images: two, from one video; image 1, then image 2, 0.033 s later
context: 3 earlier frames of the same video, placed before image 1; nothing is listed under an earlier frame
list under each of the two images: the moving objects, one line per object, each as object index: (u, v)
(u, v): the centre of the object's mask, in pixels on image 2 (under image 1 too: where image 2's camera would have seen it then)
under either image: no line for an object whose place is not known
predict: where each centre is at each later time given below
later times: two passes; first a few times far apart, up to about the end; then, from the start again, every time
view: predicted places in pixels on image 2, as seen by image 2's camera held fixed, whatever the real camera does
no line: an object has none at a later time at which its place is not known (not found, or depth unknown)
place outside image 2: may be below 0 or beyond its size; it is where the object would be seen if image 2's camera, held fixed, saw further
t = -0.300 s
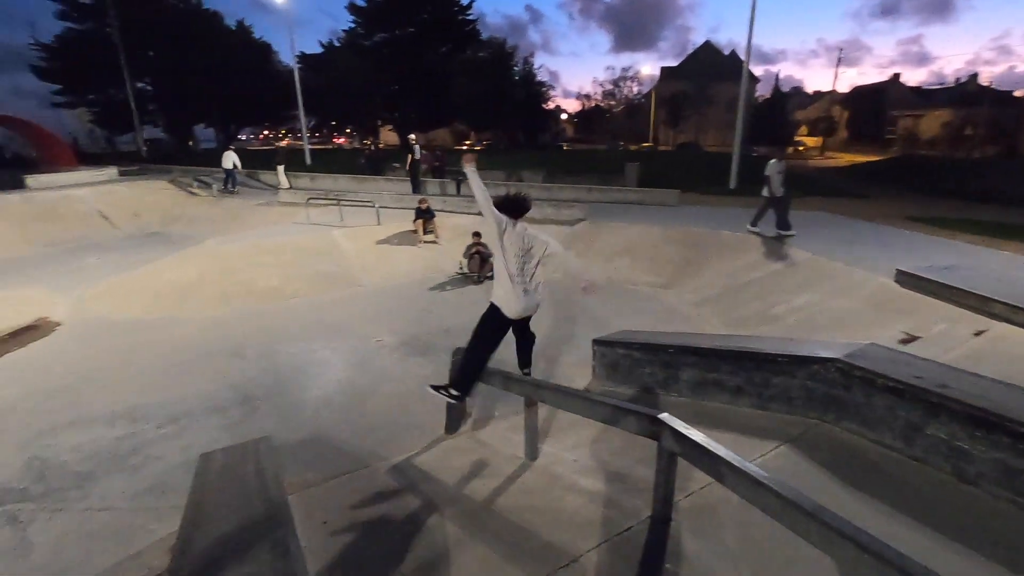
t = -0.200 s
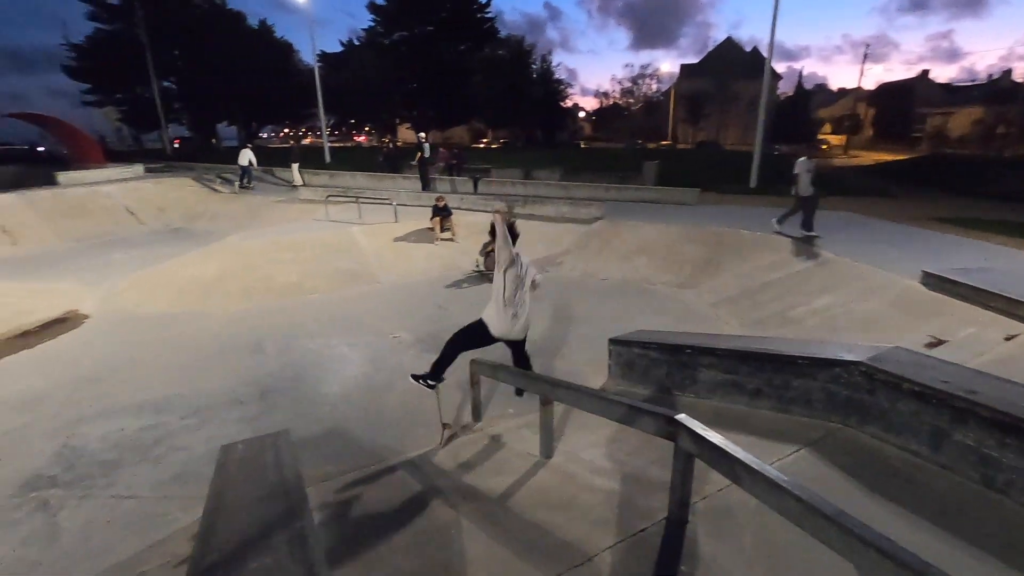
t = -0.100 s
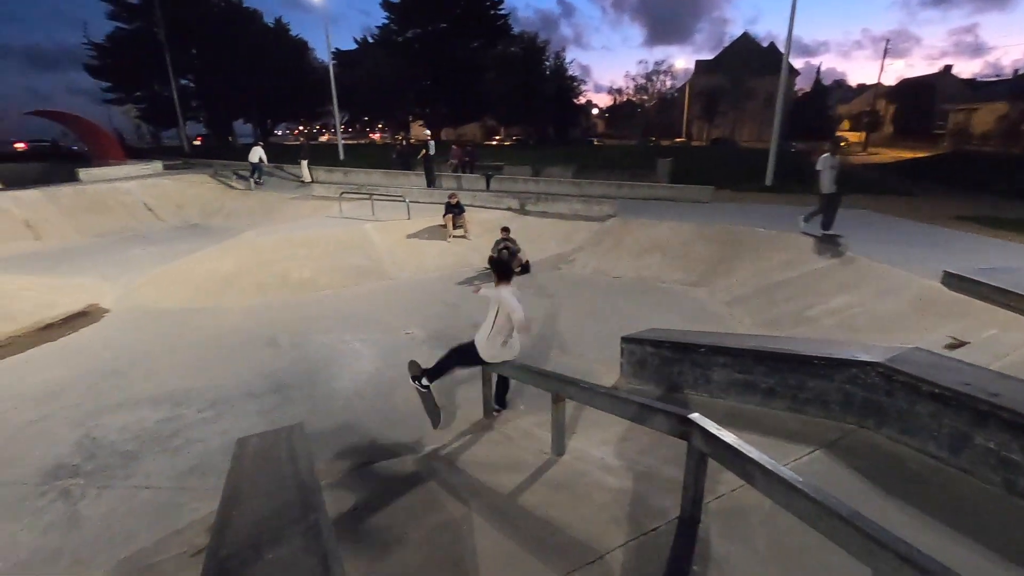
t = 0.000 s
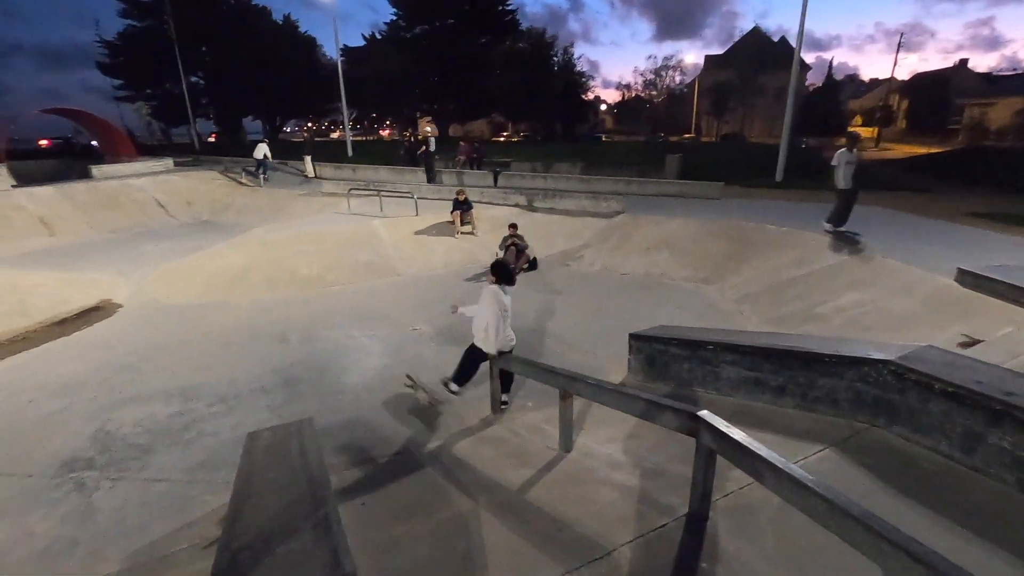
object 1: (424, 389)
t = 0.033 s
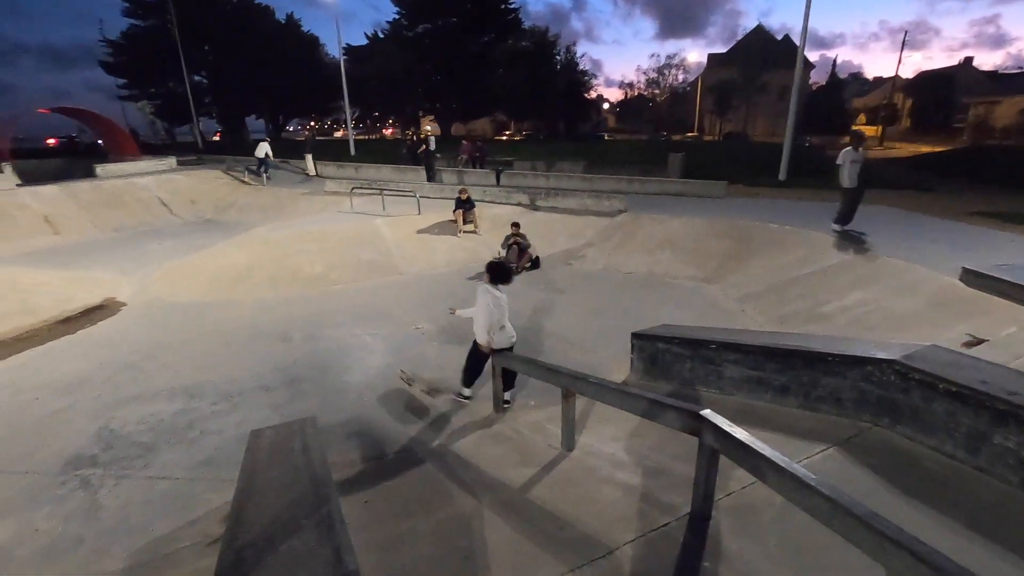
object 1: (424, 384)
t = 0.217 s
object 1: (393, 361)
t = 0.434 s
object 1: (361, 348)
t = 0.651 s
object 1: (342, 337)
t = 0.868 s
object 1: (329, 327)
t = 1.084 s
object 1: (325, 327)
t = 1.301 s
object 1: (319, 323)
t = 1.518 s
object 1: (317, 322)
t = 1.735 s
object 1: (319, 323)
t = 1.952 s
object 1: (321, 328)
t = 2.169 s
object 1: (322, 329)
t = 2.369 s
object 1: (324, 328)
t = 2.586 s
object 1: (324, 328)
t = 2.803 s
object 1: (323, 328)
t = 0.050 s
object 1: (421, 381)
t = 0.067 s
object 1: (417, 379)
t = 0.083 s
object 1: (413, 376)
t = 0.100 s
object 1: (411, 374)
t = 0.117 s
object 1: (409, 372)
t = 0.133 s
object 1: (406, 370)
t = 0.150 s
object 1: (403, 368)
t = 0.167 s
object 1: (401, 366)
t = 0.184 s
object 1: (398, 364)
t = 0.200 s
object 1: (395, 362)
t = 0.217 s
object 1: (393, 361)
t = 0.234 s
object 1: (391, 360)
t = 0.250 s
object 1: (388, 359)
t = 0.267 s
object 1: (386, 358)
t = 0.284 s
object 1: (384, 357)
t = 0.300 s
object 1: (381, 356)
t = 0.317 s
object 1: (380, 355)
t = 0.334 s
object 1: (377, 354)
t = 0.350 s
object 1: (374, 352)
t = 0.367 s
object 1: (371, 351)
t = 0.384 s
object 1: (369, 350)
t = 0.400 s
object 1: (367, 349)
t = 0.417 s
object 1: (364, 348)
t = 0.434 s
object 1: (361, 348)
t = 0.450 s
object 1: (359, 348)
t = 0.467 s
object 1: (359, 352)
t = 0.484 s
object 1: (357, 349)
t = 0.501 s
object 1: (355, 349)
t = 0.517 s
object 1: (352, 349)
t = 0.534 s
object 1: (350, 348)
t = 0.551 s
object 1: (348, 348)
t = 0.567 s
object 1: (348, 349)
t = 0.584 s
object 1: (346, 347)
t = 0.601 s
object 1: (346, 343)
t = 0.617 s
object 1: (345, 340)
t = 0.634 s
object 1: (343, 339)
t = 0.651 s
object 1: (342, 337)
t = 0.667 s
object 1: (341, 336)
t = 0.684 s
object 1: (340, 335)
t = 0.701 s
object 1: (339, 334)
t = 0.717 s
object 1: (339, 334)
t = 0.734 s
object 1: (338, 331)
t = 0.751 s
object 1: (338, 331)
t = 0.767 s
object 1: (336, 332)
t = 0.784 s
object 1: (332, 333)
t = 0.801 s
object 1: (332, 332)
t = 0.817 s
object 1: (331, 330)
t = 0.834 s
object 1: (330, 329)
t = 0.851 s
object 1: (330, 328)
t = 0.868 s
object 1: (329, 327)
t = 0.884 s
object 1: (329, 327)
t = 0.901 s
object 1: (329, 326)
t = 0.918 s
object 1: (328, 326)
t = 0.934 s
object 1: (328, 326)
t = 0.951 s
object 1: (327, 326)
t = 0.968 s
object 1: (327, 327)
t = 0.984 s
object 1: (327, 328)
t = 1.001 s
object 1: (327, 329)
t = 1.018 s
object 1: (325, 329)
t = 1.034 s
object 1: (325, 328)
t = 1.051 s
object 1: (325, 328)
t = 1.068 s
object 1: (325, 328)
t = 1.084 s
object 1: (325, 327)
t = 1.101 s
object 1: (325, 328)
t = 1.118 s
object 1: (324, 328)
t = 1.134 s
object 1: (323, 328)
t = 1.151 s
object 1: (323, 327)
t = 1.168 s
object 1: (322, 327)
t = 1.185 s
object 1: (322, 326)
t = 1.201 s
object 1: (322, 326)
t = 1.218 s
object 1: (321, 325)
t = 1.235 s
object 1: (321, 324)
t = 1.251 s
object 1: (321, 324)
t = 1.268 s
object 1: (320, 324)
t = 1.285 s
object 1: (319, 324)
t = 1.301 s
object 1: (319, 323)
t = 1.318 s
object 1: (319, 323)
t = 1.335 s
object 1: (319, 323)
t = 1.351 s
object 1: (318, 323)
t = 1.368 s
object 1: (318, 323)
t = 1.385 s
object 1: (318, 323)
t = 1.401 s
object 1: (317, 323)
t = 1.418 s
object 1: (317, 322)
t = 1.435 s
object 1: (317, 322)
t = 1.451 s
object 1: (317, 322)
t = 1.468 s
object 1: (317, 322)
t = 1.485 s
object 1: (317, 322)
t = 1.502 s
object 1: (317, 322)
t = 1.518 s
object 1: (317, 322)
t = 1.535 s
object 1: (317, 322)
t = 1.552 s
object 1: (317, 322)
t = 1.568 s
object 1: (317, 322)
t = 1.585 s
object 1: (317, 322)
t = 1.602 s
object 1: (317, 322)
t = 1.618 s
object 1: (317, 322)
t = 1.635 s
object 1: (317, 323)
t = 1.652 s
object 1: (317, 323)
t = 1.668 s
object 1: (318, 323)
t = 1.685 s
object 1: (318, 323)
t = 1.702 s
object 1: (318, 323)
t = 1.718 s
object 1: (318, 323)
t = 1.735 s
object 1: (319, 323)
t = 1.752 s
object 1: (319, 323)
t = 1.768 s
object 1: (319, 324)
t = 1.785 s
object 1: (319, 324)
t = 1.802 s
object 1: (319, 324)
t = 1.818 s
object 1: (320, 324)
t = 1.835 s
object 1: (320, 325)
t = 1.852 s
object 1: (320, 325)
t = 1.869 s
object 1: (320, 325)
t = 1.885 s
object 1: (320, 326)
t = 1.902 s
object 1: (320, 326)
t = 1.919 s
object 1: (320, 327)
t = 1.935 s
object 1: (321, 327)
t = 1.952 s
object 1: (321, 328)
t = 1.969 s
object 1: (321, 328)
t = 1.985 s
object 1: (322, 329)
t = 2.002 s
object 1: (322, 330)
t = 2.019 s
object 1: (321, 330)
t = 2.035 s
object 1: (321, 330)
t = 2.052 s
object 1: (321, 330)
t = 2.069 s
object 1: (321, 329)
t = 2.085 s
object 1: (321, 329)
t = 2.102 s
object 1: (322, 329)
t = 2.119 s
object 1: (322, 329)
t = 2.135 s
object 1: (322, 329)
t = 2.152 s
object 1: (322, 328)
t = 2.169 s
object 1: (322, 329)
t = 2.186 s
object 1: (323, 329)
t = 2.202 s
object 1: (322, 329)
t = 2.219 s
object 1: (323, 328)
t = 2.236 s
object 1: (323, 328)
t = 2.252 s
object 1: (324, 328)
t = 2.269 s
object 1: (324, 328)
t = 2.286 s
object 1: (324, 328)
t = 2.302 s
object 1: (324, 328)
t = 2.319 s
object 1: (324, 328)
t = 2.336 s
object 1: (324, 328)
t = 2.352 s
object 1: (324, 328)
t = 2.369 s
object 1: (324, 328)
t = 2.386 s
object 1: (324, 328)
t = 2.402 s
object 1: (324, 328)
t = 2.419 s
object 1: (324, 328)
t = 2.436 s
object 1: (324, 328)
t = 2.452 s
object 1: (324, 328)
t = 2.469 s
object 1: (324, 328)
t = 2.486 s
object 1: (324, 328)
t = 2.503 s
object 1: (324, 328)
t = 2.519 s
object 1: (324, 328)
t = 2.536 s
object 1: (324, 328)
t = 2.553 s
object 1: (324, 328)
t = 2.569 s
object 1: (324, 328)
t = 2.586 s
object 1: (324, 328)
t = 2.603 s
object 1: (324, 328)
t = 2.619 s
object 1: (324, 328)
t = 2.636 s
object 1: (324, 328)
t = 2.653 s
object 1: (324, 328)
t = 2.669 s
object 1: (324, 328)
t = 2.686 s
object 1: (324, 328)
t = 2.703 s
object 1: (324, 328)
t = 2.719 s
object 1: (324, 328)
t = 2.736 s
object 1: (324, 328)
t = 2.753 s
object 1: (323, 328)
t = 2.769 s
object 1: (324, 328)
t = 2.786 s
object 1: (323, 328)
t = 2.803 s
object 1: (323, 328)
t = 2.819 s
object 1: (323, 328)
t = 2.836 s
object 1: (323, 328)
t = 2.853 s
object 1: (323, 328)
